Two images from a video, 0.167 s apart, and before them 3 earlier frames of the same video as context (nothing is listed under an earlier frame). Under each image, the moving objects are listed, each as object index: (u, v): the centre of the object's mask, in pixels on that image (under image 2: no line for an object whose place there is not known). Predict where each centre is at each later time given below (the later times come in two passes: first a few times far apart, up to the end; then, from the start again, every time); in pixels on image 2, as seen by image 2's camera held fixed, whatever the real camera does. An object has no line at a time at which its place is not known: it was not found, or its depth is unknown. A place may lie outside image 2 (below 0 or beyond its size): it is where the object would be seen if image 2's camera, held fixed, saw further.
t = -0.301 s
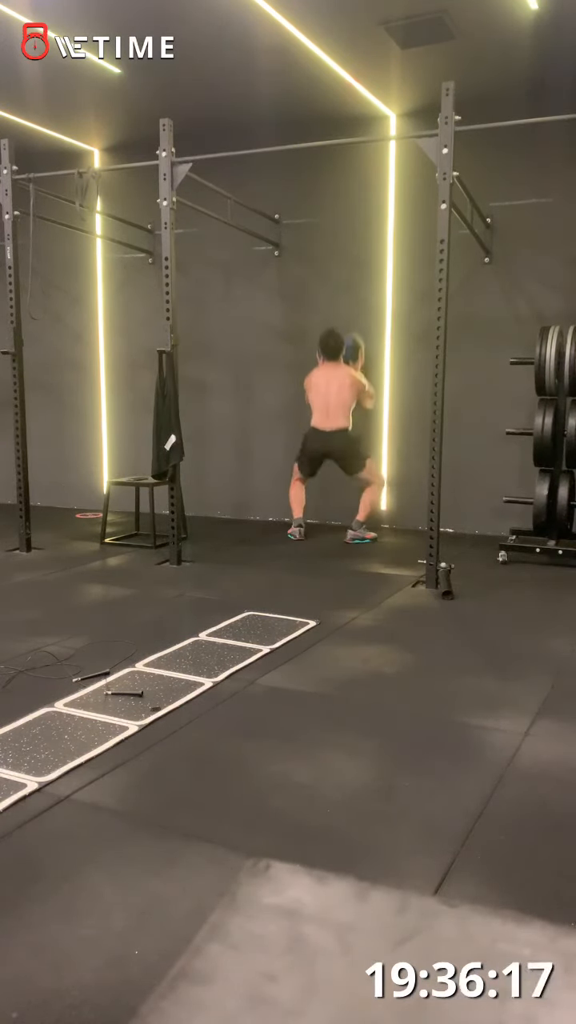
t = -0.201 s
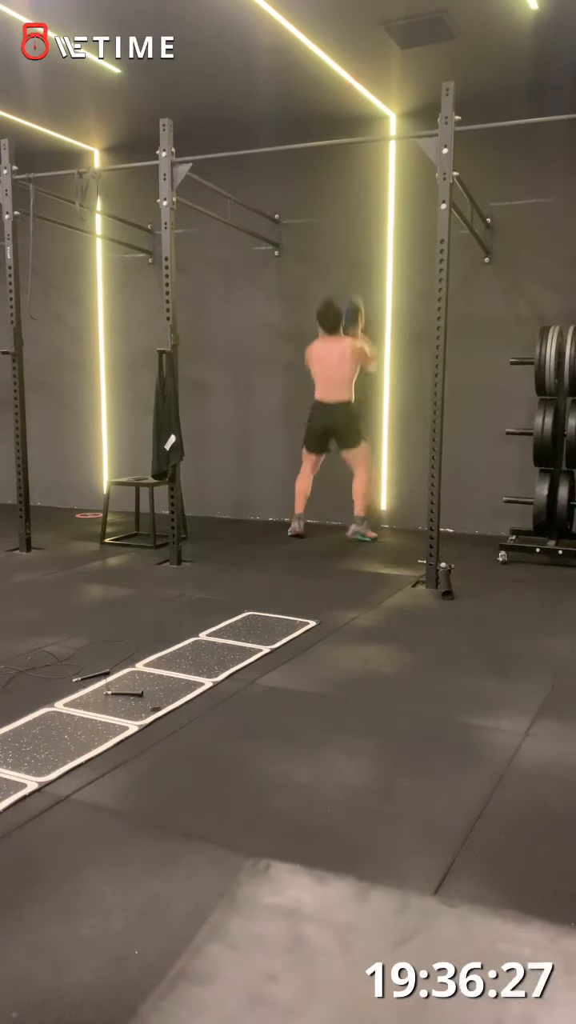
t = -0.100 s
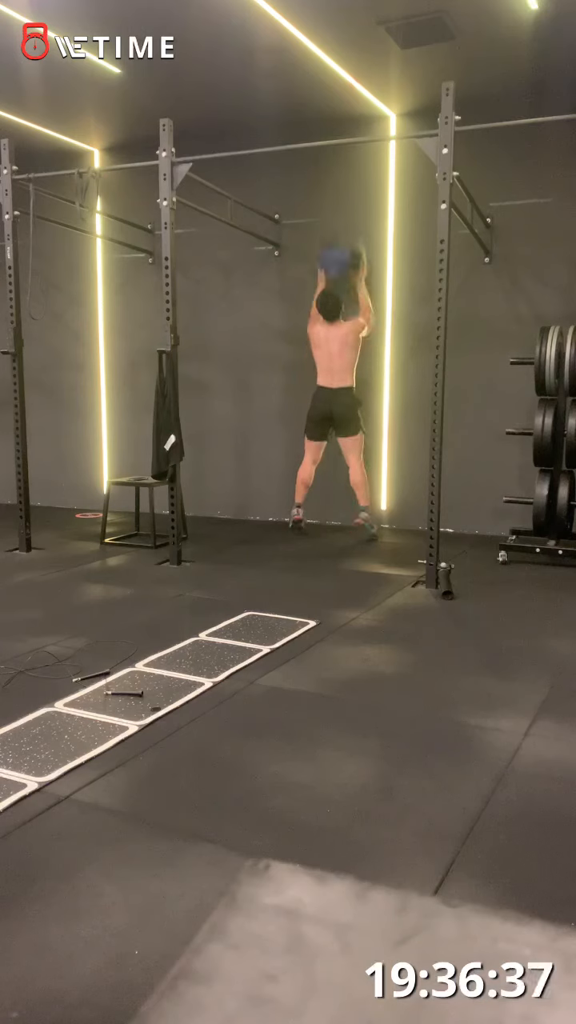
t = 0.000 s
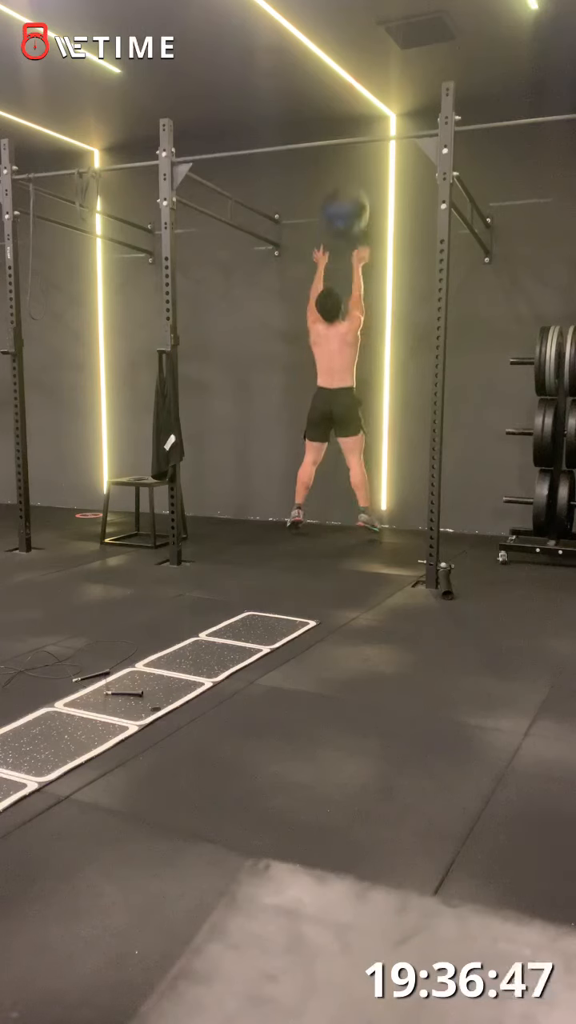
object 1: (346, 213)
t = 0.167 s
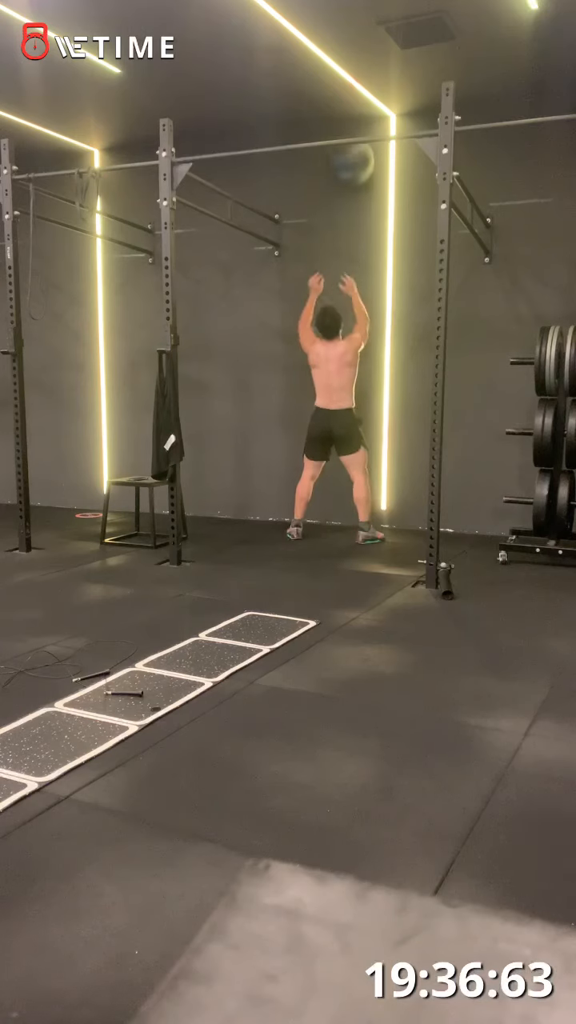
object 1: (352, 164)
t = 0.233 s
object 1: (352, 161)
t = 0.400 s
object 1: (351, 165)
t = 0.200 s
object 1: (352, 162)
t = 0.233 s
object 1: (352, 161)
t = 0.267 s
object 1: (351, 161)
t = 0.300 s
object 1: (351, 161)
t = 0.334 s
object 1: (351, 161)
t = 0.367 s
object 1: (352, 162)
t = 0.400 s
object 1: (351, 165)
